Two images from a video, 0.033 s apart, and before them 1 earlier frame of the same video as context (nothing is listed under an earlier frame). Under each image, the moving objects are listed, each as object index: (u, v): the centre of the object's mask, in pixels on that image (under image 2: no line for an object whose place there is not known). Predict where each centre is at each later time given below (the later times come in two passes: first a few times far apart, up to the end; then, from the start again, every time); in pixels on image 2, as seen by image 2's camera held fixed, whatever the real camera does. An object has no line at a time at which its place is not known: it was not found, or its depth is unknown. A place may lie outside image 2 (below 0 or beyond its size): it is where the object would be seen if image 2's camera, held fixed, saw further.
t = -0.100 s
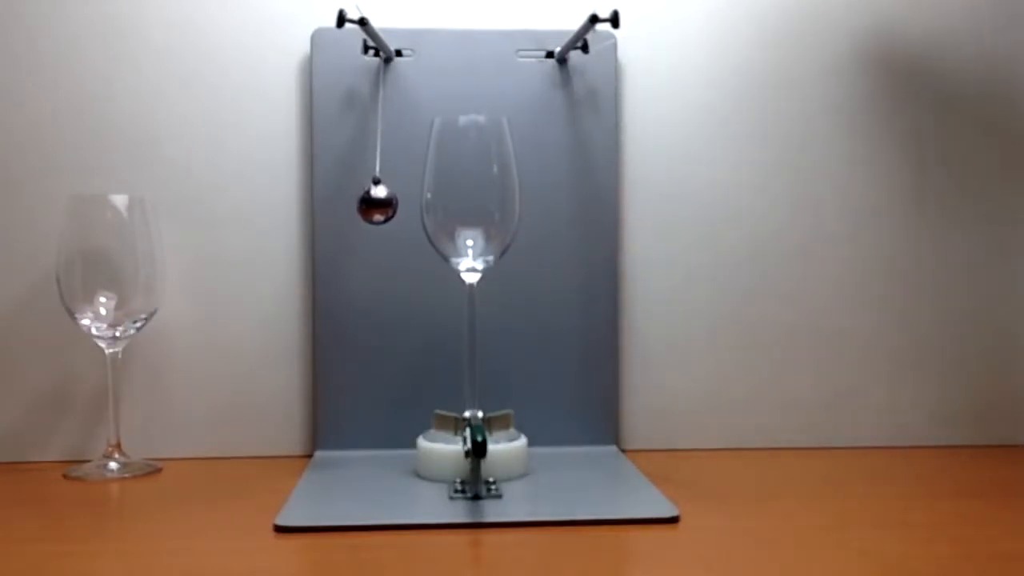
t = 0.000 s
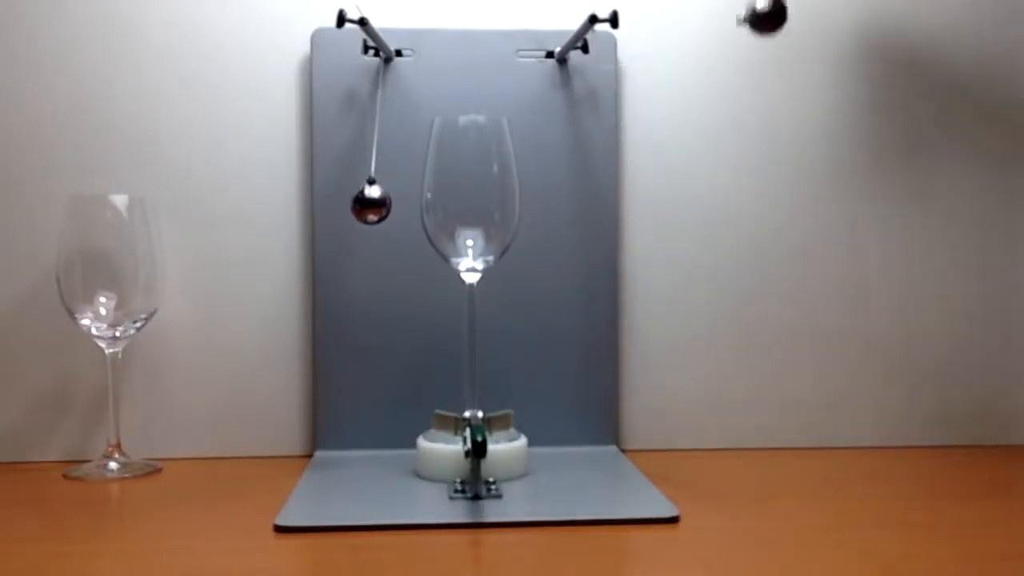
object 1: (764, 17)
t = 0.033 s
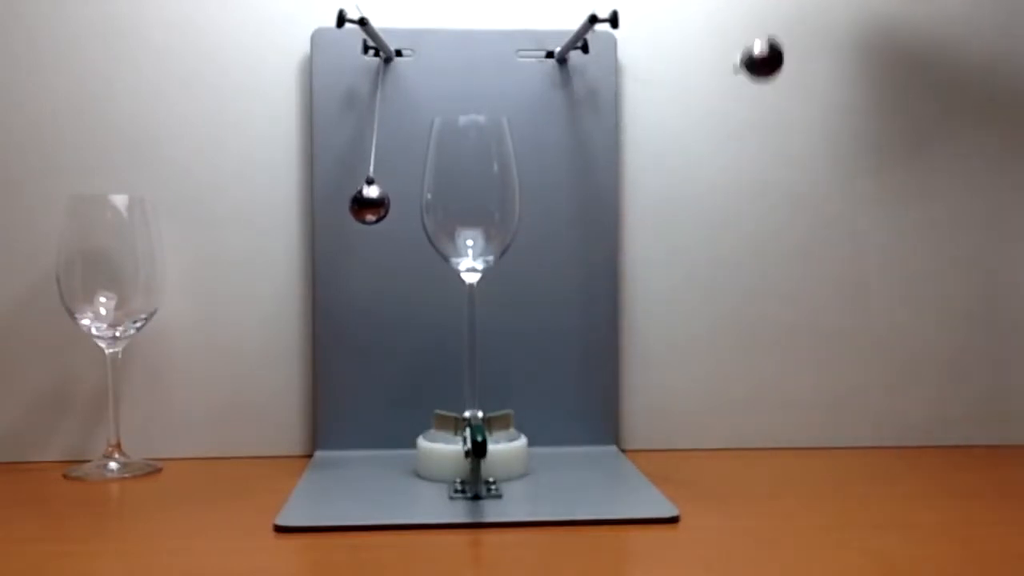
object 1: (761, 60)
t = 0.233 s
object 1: (579, 227)
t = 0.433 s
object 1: (698, 185)
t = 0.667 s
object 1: (534, 237)
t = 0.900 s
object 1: (655, 227)
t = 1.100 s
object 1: (597, 243)
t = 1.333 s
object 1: (576, 244)
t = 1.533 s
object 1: (632, 236)
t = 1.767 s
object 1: (562, 243)
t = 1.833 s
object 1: (540, 240)
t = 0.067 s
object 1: (757, 121)
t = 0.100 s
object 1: (718, 181)
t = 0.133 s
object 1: (652, 221)
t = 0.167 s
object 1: (571, 244)
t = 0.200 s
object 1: (542, 237)
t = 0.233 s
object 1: (579, 227)
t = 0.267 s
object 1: (619, 226)
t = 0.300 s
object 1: (653, 219)
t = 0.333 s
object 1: (676, 208)
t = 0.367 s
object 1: (691, 197)
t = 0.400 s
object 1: (694, 184)
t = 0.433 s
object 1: (698, 185)
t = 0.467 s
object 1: (697, 196)
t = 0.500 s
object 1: (684, 204)
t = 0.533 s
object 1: (667, 221)
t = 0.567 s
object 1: (635, 233)
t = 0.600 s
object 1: (601, 242)
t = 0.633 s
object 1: (564, 243)
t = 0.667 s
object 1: (534, 237)
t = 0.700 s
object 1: (552, 240)
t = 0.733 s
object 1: (573, 241)
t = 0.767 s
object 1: (593, 244)
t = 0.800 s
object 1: (613, 238)
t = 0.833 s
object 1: (633, 236)
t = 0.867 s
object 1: (647, 229)
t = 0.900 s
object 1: (655, 227)
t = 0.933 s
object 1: (657, 225)
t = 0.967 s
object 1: (654, 226)
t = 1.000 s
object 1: (648, 231)
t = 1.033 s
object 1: (635, 234)
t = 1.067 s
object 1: (618, 240)
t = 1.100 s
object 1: (597, 243)
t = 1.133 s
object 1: (576, 244)
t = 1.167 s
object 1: (555, 242)
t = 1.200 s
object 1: (536, 239)
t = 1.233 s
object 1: (539, 239)
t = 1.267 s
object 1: (549, 242)
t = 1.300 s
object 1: (561, 243)
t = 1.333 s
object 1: (576, 244)
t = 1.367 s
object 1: (590, 244)
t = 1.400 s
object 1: (604, 242)
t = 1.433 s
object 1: (616, 240)
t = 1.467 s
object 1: (625, 238)
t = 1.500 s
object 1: (631, 237)
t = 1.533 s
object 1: (632, 236)
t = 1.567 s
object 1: (631, 237)
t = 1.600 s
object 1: (625, 238)
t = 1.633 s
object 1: (616, 240)
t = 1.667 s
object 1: (604, 242)
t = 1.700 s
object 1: (590, 243)
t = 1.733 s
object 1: (575, 244)
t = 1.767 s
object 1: (562, 243)
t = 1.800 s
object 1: (549, 242)
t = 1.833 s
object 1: (540, 240)
